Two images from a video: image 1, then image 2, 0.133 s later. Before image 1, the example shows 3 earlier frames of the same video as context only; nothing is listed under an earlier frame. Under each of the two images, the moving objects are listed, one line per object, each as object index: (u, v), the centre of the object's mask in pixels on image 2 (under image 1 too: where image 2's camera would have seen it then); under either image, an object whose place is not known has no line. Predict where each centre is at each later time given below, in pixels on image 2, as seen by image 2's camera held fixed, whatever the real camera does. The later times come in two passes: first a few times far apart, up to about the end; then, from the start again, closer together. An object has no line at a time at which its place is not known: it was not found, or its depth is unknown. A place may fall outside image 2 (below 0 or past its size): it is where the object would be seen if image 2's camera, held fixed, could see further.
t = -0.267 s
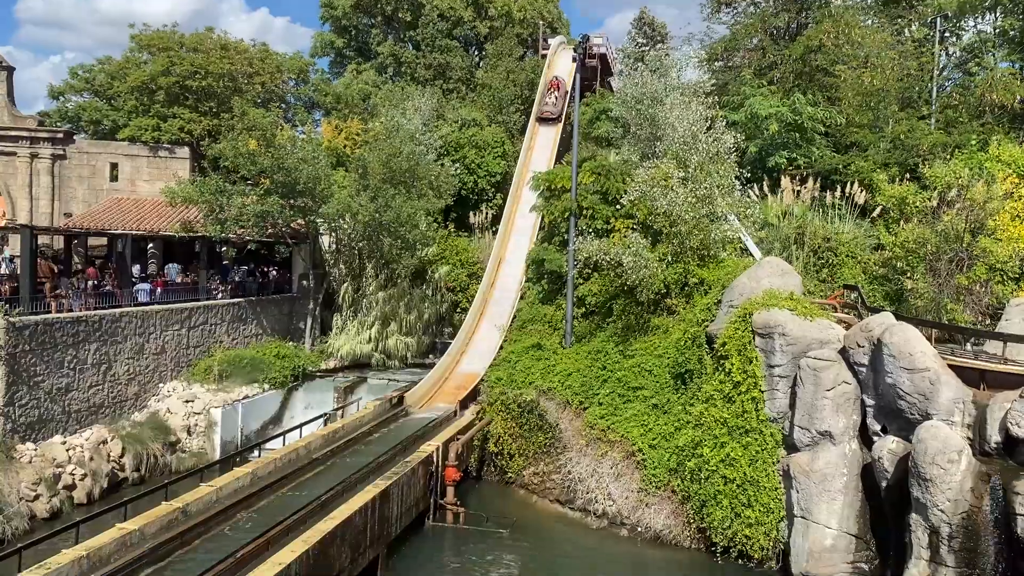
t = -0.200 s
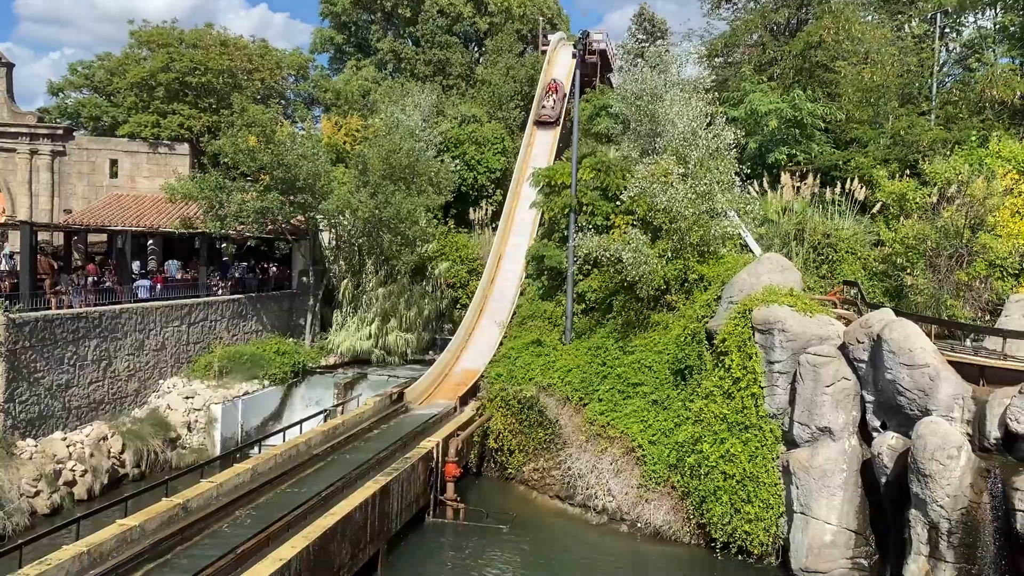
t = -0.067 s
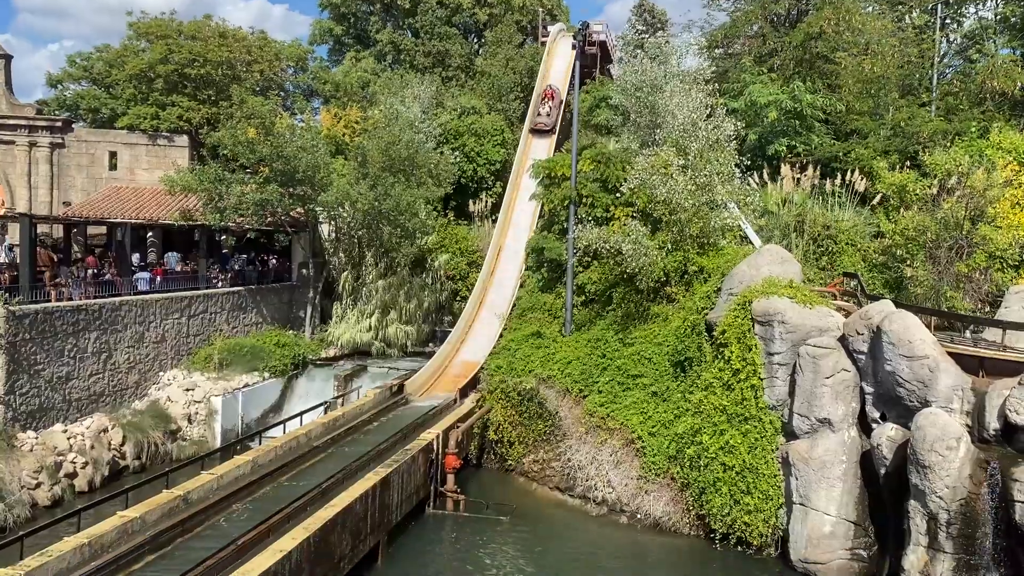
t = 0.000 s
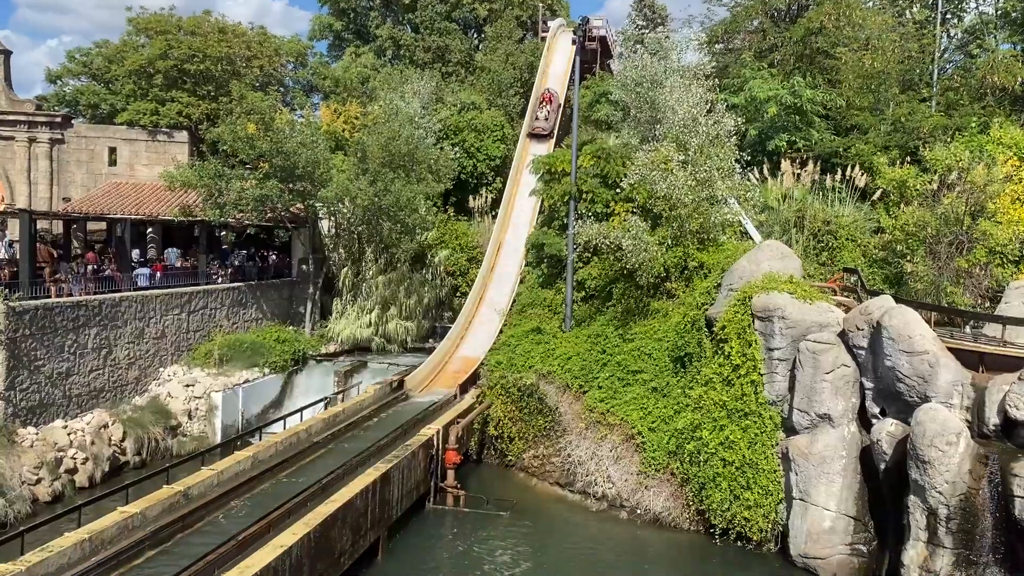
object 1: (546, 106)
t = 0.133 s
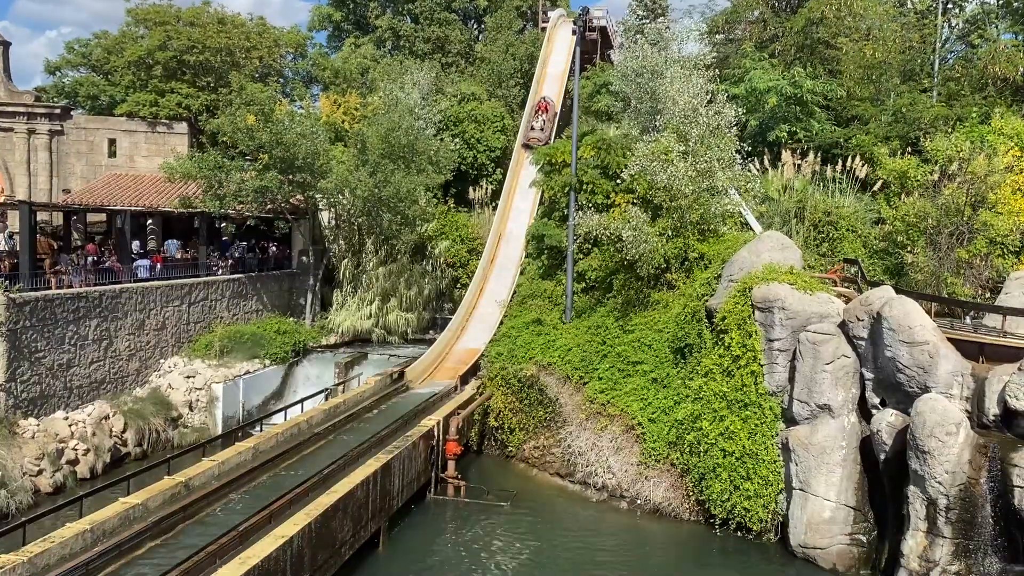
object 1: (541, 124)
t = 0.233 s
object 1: (536, 135)
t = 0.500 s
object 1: (523, 189)
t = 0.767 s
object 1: (508, 245)
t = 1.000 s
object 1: (490, 297)
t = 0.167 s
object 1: (540, 127)
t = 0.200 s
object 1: (538, 131)
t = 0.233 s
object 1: (536, 135)
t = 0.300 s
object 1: (532, 147)
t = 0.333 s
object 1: (529, 154)
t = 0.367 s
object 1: (528, 161)
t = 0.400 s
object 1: (526, 169)
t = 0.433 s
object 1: (525, 176)
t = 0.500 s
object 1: (523, 189)
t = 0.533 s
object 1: (521, 196)
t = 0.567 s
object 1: (520, 202)
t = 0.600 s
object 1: (519, 208)
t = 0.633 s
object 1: (517, 215)
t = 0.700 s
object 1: (512, 230)
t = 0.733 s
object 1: (510, 238)
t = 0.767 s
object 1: (508, 245)
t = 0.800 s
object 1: (506, 252)
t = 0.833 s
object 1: (504, 260)
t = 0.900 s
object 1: (499, 275)
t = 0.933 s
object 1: (496, 282)
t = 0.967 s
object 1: (493, 290)
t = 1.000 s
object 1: (490, 297)
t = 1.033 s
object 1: (487, 304)
